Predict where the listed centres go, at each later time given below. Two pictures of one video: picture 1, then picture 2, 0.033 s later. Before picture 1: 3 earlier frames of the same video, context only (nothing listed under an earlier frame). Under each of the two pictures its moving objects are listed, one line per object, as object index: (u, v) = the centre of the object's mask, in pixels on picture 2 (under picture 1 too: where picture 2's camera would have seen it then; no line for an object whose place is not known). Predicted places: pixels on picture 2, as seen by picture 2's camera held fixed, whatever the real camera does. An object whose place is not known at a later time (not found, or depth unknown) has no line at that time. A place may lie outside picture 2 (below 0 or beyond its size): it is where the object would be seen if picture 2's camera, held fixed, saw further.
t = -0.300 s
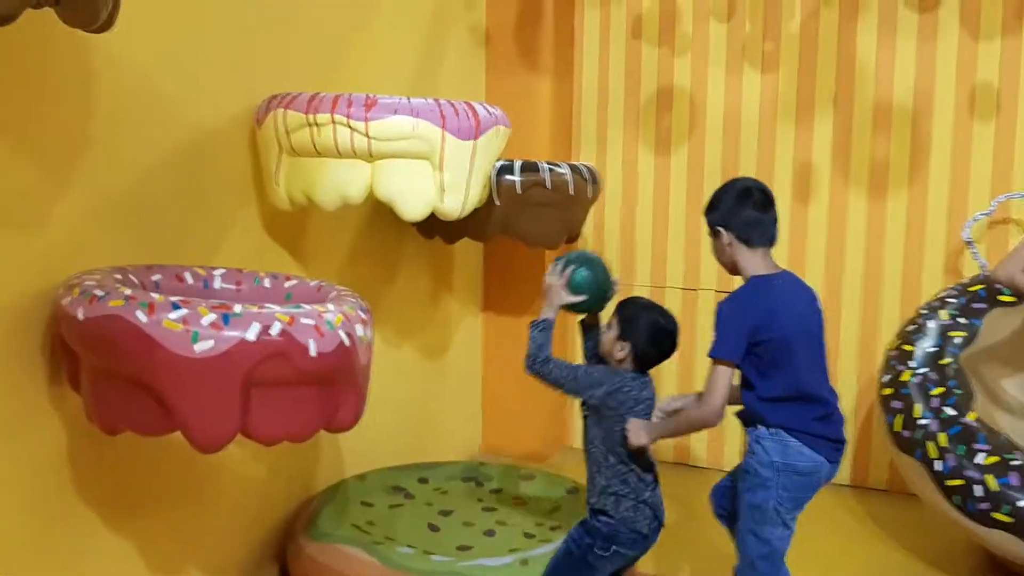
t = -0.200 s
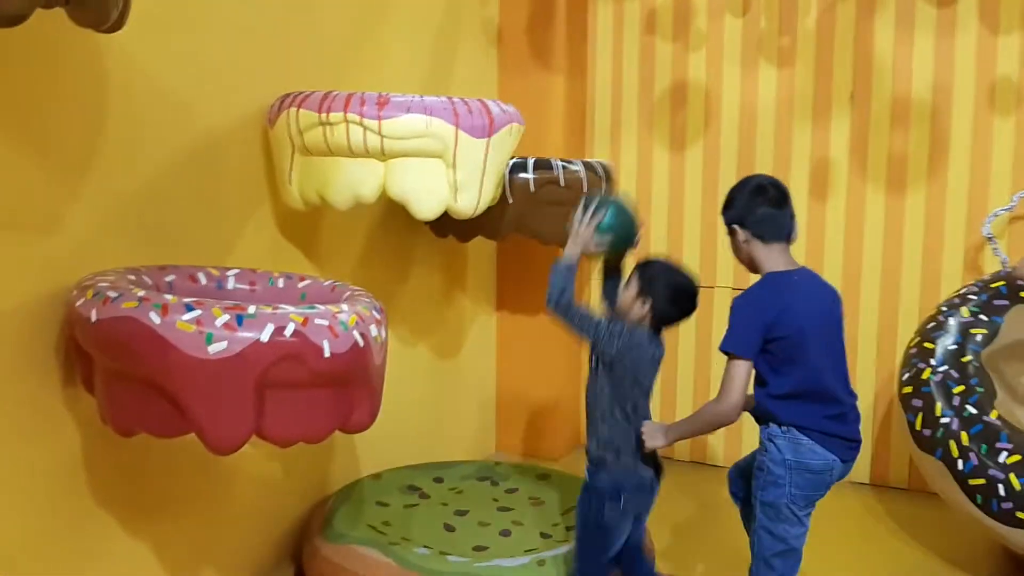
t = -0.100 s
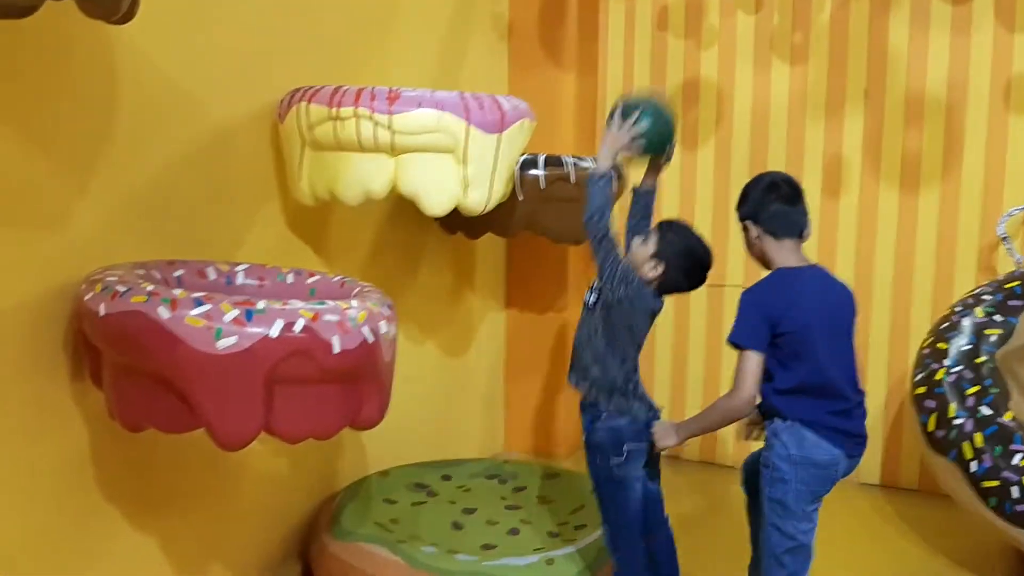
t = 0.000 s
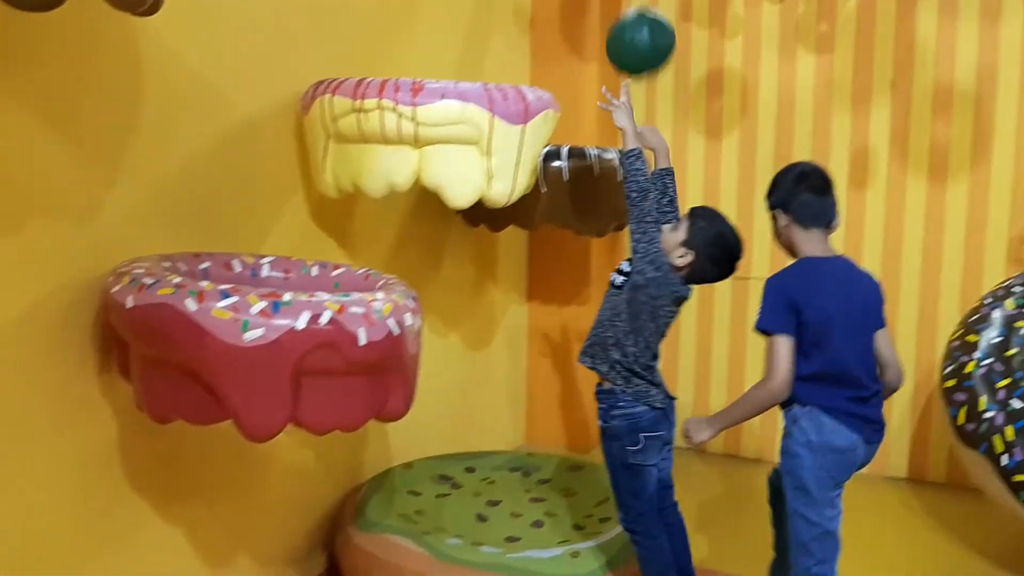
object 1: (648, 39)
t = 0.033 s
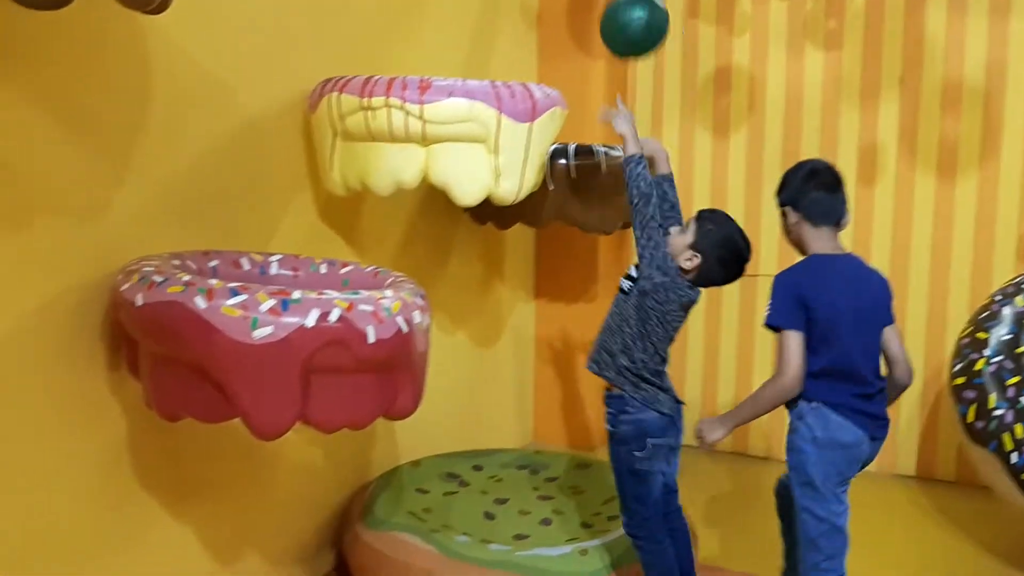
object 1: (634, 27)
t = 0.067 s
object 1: (620, 22)
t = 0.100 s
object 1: (606, 20)
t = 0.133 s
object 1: (593, 19)
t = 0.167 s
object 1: (581, 20)
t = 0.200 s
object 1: (568, 23)
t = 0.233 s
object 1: (555, 28)
